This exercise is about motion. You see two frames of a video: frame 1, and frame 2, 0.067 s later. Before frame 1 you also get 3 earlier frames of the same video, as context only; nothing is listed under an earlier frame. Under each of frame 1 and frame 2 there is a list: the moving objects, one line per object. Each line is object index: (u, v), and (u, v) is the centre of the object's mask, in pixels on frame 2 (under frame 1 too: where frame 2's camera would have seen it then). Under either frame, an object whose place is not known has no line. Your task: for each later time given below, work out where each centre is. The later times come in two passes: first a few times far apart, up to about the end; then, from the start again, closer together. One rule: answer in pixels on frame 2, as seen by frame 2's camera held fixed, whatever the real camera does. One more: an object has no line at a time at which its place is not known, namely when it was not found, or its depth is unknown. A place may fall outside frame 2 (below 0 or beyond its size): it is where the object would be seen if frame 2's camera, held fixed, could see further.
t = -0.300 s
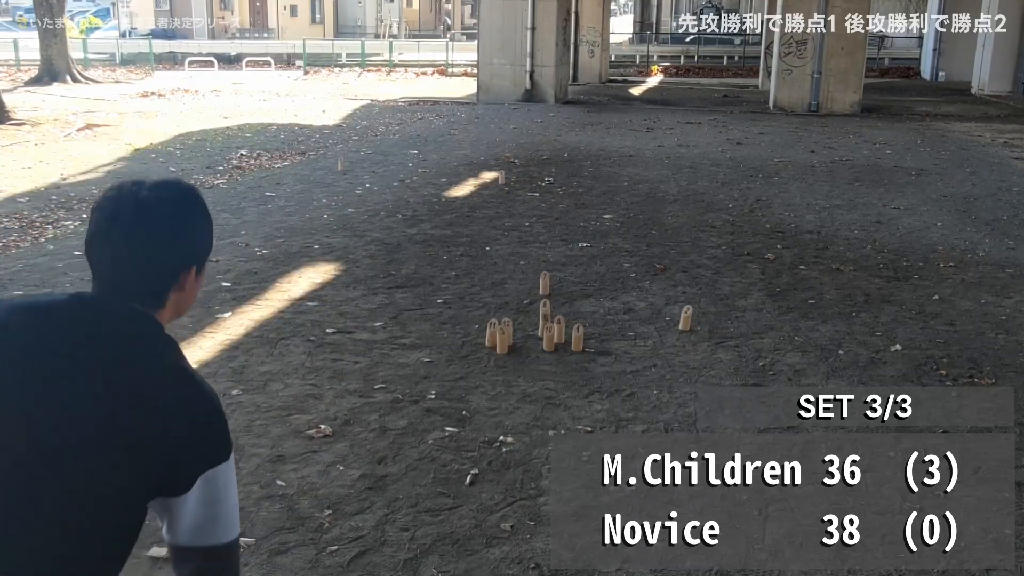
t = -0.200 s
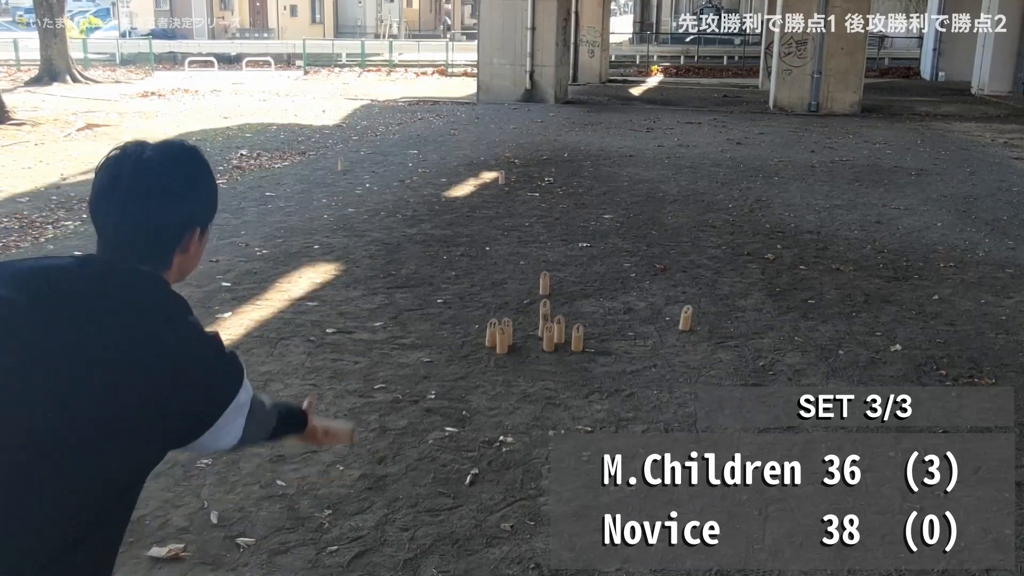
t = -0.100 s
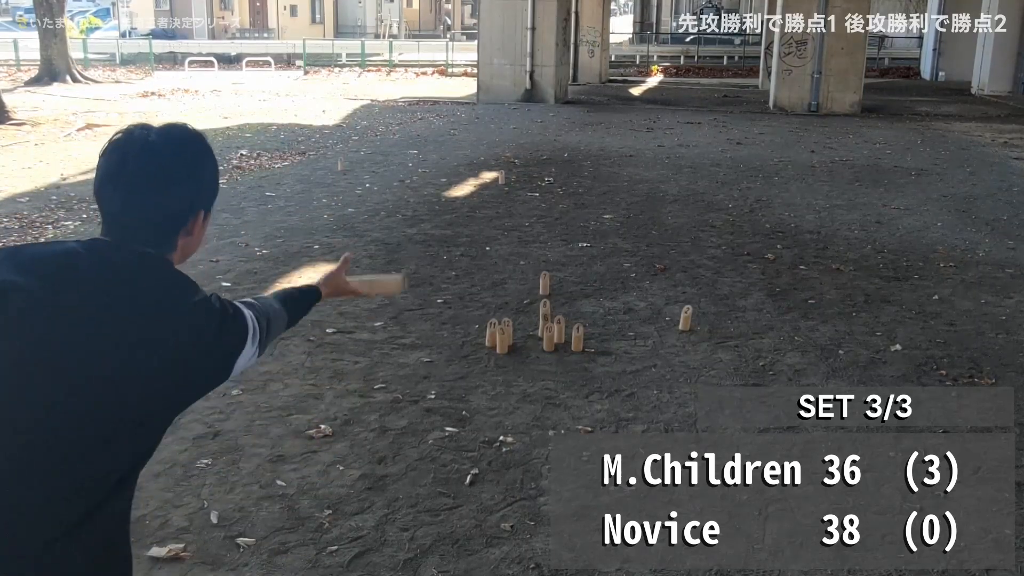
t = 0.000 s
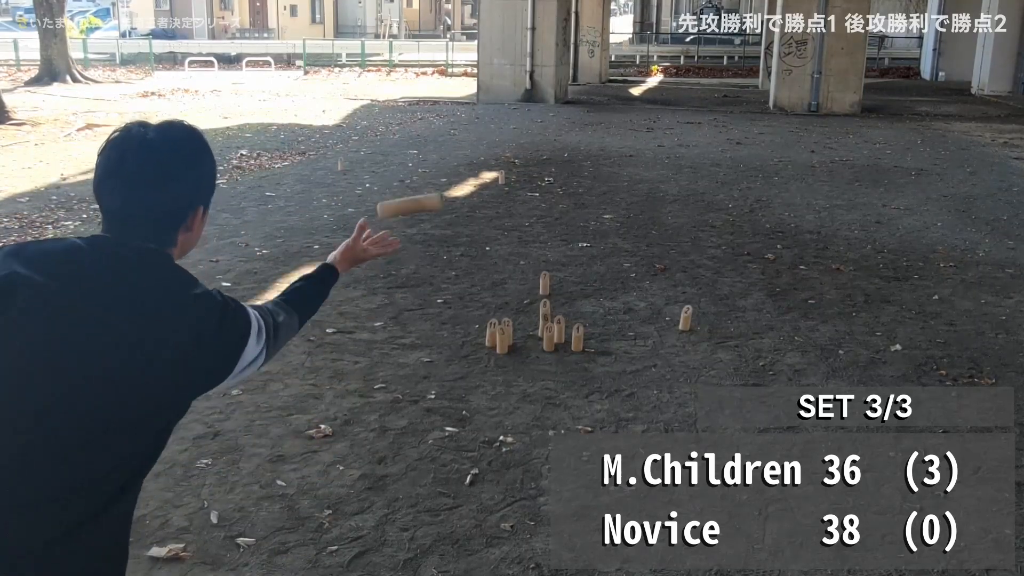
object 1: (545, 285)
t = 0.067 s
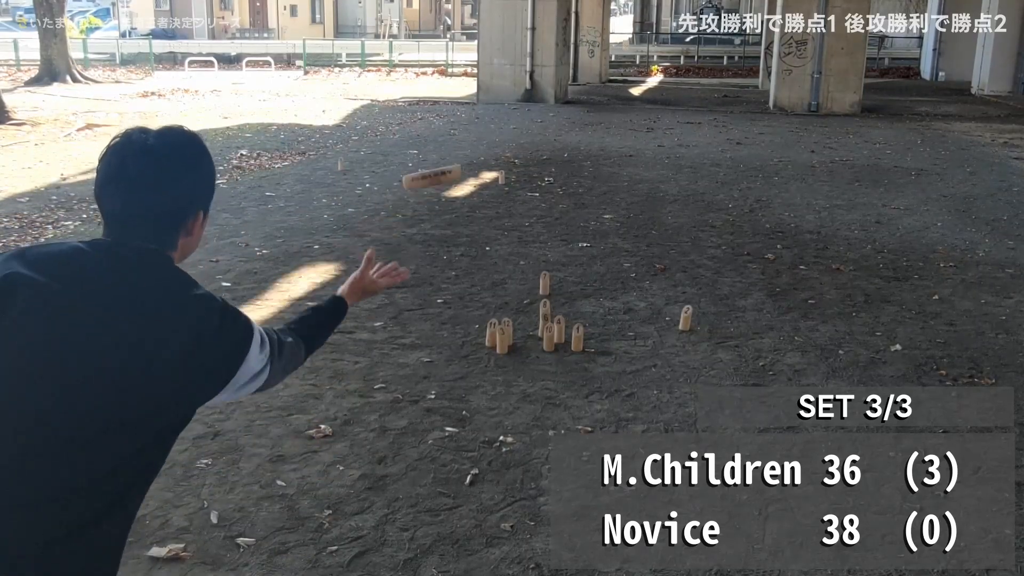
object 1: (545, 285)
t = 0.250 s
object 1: (545, 285)
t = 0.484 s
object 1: (545, 285)
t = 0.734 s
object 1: (550, 279)
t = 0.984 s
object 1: (564, 276)
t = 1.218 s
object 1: (566, 272)
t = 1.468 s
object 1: (560, 270)
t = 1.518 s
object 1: (560, 270)
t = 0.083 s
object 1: (545, 285)
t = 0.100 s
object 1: (545, 285)
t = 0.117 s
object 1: (545, 285)
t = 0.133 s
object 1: (545, 285)
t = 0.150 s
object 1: (545, 285)
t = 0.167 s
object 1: (545, 285)
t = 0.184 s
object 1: (545, 285)
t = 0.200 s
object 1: (545, 285)
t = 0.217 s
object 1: (545, 285)
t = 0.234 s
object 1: (545, 285)
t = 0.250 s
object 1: (545, 285)
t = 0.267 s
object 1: (545, 285)
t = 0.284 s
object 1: (545, 285)
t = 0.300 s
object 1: (545, 285)
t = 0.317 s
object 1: (545, 285)
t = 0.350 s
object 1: (545, 285)
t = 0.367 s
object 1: (545, 285)
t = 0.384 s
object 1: (545, 285)
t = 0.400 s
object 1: (545, 285)
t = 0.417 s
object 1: (545, 285)
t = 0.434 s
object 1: (545, 285)
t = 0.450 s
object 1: (545, 285)
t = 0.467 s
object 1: (545, 285)
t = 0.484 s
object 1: (545, 285)
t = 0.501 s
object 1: (545, 285)
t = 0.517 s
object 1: (545, 285)
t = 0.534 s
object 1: (545, 285)
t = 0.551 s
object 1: (545, 285)
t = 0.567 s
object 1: (545, 286)
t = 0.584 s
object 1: (545, 285)
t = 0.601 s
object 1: (545, 283)
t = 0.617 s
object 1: (545, 282)
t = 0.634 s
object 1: (545, 285)
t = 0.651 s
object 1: (546, 286)
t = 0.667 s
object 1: (547, 282)
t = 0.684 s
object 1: (547, 280)
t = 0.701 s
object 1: (549, 279)
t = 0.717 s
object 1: (550, 278)
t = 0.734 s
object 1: (550, 279)
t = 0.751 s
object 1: (550, 278)
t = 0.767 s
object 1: (552, 277)
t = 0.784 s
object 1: (554, 277)
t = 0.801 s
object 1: (555, 277)
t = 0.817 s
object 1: (555, 277)
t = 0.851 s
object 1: (556, 277)
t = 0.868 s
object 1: (558, 277)
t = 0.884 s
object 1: (559, 277)
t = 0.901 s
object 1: (560, 277)
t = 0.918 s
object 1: (561, 277)
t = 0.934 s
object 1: (562, 277)
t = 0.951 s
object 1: (562, 277)
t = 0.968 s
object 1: (563, 277)
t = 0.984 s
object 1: (564, 276)
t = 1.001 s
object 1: (565, 276)
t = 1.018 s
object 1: (566, 276)
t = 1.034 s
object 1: (566, 276)
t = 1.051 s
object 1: (567, 275)
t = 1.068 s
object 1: (567, 275)
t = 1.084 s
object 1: (567, 274)
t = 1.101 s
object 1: (567, 274)
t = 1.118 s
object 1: (566, 274)
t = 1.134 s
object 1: (567, 273)
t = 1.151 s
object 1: (567, 273)
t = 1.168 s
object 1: (566, 273)
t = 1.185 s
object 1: (566, 273)
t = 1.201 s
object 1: (566, 273)
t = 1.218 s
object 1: (566, 272)
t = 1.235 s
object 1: (566, 272)
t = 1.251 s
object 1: (565, 272)
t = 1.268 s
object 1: (565, 272)
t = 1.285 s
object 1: (564, 272)
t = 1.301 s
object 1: (564, 271)
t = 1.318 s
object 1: (563, 271)
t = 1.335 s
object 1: (563, 271)
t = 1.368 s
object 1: (562, 271)
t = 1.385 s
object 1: (562, 271)
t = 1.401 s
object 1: (562, 271)
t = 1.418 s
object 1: (561, 270)
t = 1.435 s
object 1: (561, 270)
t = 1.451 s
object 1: (561, 270)
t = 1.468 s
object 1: (560, 270)
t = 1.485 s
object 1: (560, 270)
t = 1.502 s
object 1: (560, 270)
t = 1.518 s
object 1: (560, 270)
